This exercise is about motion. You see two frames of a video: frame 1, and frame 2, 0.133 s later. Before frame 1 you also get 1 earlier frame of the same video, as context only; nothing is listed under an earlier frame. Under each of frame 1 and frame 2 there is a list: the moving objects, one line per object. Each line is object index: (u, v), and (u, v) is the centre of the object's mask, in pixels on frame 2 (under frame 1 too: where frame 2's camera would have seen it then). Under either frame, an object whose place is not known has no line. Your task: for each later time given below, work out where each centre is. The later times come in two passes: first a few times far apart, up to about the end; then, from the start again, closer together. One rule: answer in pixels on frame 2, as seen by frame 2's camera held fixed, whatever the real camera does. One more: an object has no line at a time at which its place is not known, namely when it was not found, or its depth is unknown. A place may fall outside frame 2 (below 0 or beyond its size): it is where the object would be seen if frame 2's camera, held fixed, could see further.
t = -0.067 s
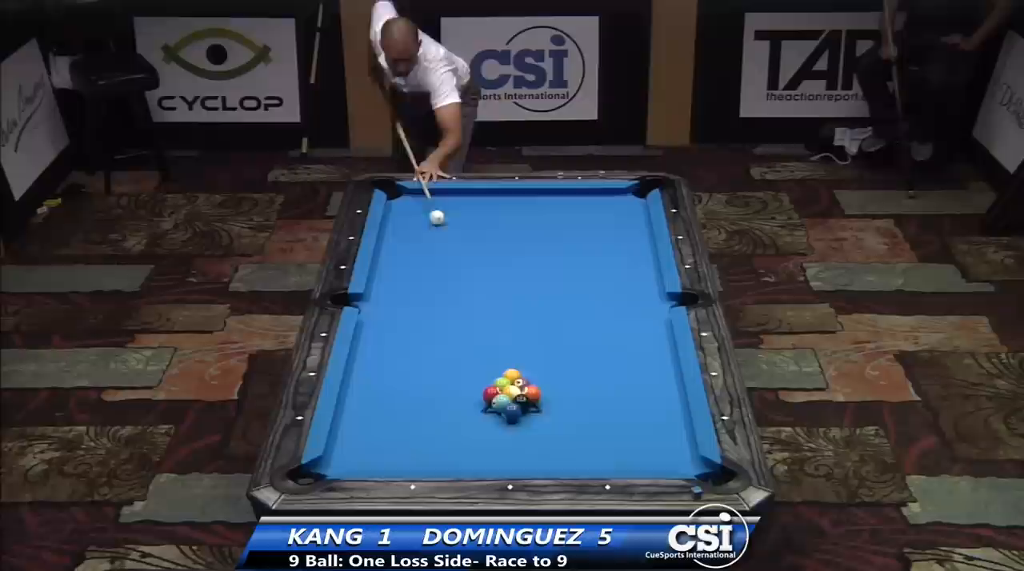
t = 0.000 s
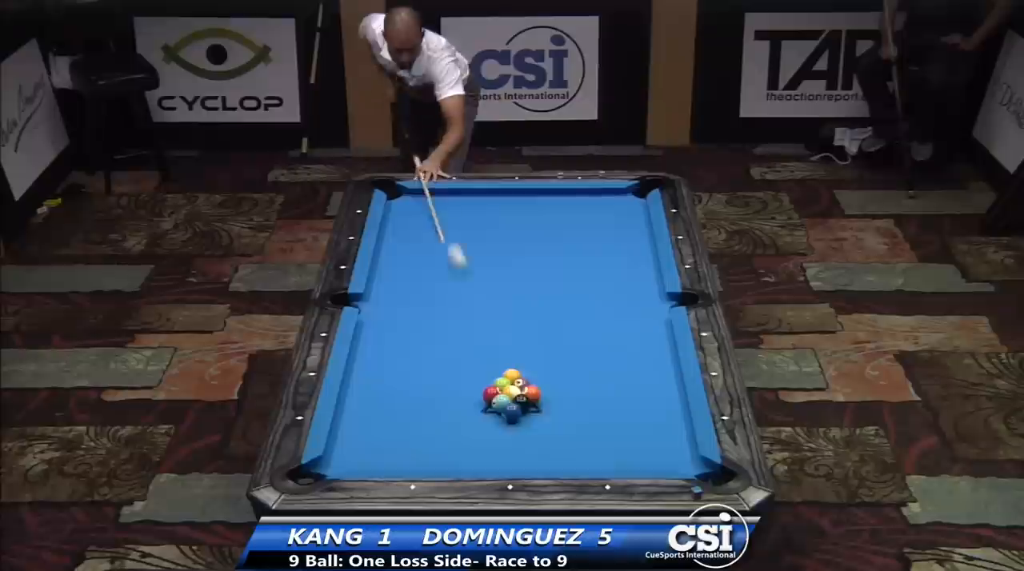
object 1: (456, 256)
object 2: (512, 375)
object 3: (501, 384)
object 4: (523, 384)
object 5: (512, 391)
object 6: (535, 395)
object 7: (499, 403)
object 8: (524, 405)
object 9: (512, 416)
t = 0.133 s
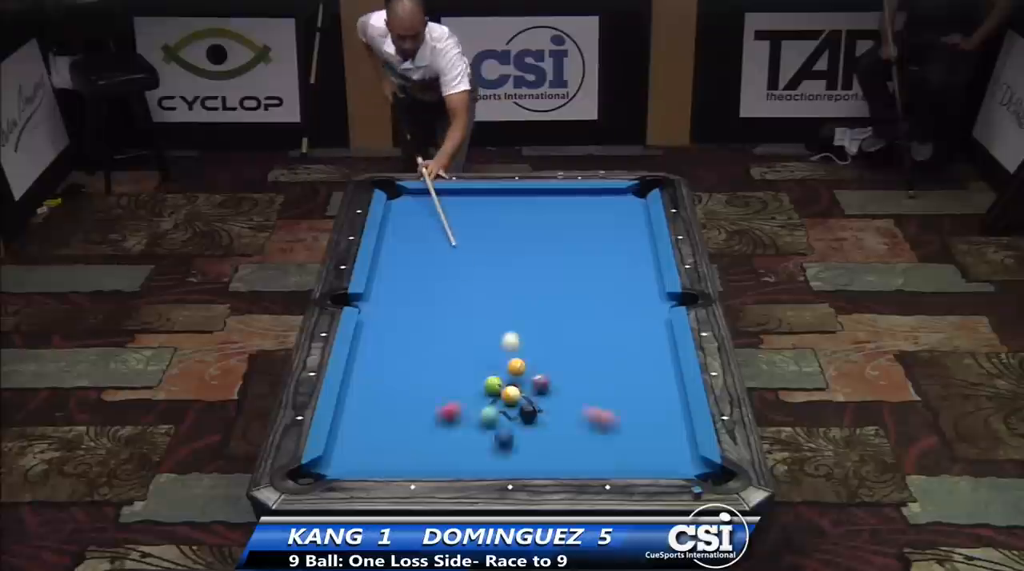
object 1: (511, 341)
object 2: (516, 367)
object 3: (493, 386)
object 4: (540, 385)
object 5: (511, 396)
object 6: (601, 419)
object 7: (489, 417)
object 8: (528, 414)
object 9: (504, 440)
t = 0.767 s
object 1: (547, 275)
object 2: (575, 308)
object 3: (375, 359)
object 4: (630, 352)
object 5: (503, 401)
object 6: (430, 412)
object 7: (373, 411)
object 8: (422, 372)
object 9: (474, 298)
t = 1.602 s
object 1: (613, 266)
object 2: (636, 242)
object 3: (474, 312)
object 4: (508, 320)
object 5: (501, 403)
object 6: (402, 327)
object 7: (438, 349)
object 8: (376, 323)
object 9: (455, 219)
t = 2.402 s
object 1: (643, 267)
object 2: (618, 201)
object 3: (568, 276)
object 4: (419, 298)
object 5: (502, 403)
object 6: (431, 276)
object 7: (531, 309)
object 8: (414, 284)
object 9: (442, 298)
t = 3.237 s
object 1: (622, 267)
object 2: (595, 206)
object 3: (646, 247)
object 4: (383, 294)
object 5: (502, 403)
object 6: (455, 236)
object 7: (608, 276)
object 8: (421, 247)
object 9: (426, 393)
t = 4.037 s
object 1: (629, 250)
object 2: (580, 220)
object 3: (616, 232)
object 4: (376, 292)
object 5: (502, 403)
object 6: (474, 206)
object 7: (641, 274)
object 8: (426, 218)
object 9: (416, 446)
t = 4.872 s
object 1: (636, 236)
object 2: (569, 230)
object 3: (591, 223)
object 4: (377, 292)
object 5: (502, 403)
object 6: (493, 198)
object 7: (651, 274)
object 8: (429, 196)
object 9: (423, 389)
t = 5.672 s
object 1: (640, 228)
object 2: (564, 234)
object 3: (576, 216)
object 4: (377, 292)
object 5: (502, 403)
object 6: (512, 207)
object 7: (651, 274)
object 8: (429, 200)
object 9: (428, 348)
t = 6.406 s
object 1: (642, 225)
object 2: (564, 235)
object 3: (569, 213)
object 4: (377, 292)
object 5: (502, 403)
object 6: (524, 211)
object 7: (651, 274)
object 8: (428, 205)
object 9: (432, 320)
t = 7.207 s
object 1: (643, 225)
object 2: (564, 235)
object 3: (568, 213)
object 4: (377, 292)
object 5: (502, 403)
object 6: (529, 213)
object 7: (650, 275)
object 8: (428, 206)
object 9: (435, 298)
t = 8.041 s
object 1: (643, 225)
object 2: (564, 234)
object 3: (568, 213)
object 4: (377, 292)
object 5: (502, 403)
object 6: (528, 213)
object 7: (650, 275)
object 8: (427, 206)
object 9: (439, 283)
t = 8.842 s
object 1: (643, 225)
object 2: (564, 234)
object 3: (568, 213)
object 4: (377, 292)
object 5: (502, 403)
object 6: (528, 213)
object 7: (651, 275)
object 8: (427, 206)
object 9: (442, 274)
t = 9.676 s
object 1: (643, 225)
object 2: (564, 234)
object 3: (568, 213)
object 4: (377, 292)
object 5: (502, 403)
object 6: (528, 213)
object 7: (651, 275)
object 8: (427, 206)
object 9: (441, 271)
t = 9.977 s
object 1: (643, 225)
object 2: (564, 234)
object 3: (568, 213)
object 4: (377, 292)
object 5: (502, 403)
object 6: (528, 213)
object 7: (651, 275)
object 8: (427, 206)
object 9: (441, 271)
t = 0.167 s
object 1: (513, 326)
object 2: (520, 362)
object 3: (487, 385)
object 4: (554, 383)
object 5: (510, 396)
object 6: (654, 438)
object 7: (479, 427)
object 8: (532, 421)
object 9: (498, 461)
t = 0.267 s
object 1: (518, 303)
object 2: (529, 356)
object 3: (472, 383)
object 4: (588, 377)
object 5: (509, 397)
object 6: (613, 463)
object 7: (452, 452)
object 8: (545, 438)
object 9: (491, 435)
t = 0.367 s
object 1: (523, 307)
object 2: (539, 347)
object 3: (457, 381)
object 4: (618, 371)
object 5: (507, 398)
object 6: (554, 463)
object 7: (430, 459)
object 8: (530, 435)
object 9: (487, 403)
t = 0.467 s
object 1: (528, 295)
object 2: (549, 337)
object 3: (443, 378)
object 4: (648, 366)
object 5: (505, 399)
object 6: (519, 451)
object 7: (415, 447)
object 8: (487, 409)
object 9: (482, 372)
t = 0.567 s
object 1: (535, 290)
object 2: (558, 327)
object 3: (429, 376)
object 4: (668, 361)
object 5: (504, 400)
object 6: (488, 437)
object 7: (401, 434)
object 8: (452, 389)
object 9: (479, 345)
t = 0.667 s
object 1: (540, 281)
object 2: (567, 317)
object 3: (404, 369)
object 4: (647, 356)
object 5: (503, 401)
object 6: (459, 424)
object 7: (387, 422)
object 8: (431, 377)
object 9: (476, 321)
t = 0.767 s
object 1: (547, 275)
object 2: (575, 308)
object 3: (375, 359)
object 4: (630, 352)
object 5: (503, 401)
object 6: (430, 412)
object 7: (373, 411)
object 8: (422, 372)
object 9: (474, 298)
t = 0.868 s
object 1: (553, 269)
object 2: (583, 299)
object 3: (365, 352)
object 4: (614, 348)
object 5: (502, 402)
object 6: (403, 400)
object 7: (360, 399)
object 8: (412, 366)
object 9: (471, 276)
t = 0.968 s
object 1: (561, 266)
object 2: (591, 291)
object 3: (384, 346)
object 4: (598, 344)
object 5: (502, 402)
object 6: (377, 388)
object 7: (350, 388)
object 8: (403, 361)
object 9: (468, 256)
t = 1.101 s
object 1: (572, 265)
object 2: (602, 279)
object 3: (403, 338)
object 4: (578, 339)
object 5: (502, 402)
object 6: (382, 371)
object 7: (367, 379)
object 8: (391, 353)
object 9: (465, 232)
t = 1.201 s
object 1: (581, 265)
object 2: (609, 272)
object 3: (418, 332)
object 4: (563, 335)
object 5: (502, 402)
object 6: (384, 356)
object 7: (382, 373)
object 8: (382, 345)
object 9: (462, 214)
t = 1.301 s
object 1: (589, 265)
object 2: (616, 264)
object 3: (433, 327)
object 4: (549, 331)
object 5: (502, 403)
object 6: (389, 349)
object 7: (396, 366)
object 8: (372, 341)
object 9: (460, 198)
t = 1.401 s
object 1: (597, 265)
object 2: (623, 257)
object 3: (447, 322)
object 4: (535, 327)
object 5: (502, 403)
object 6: (393, 342)
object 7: (411, 360)
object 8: (363, 334)
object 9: (459, 200)
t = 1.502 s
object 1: (605, 266)
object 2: (630, 249)
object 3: (461, 317)
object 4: (521, 324)
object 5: (501, 403)
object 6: (398, 334)
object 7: (424, 354)
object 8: (369, 329)
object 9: (457, 210)
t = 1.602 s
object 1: (613, 266)
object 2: (636, 242)
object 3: (474, 312)
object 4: (508, 320)
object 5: (501, 403)
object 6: (402, 327)
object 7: (438, 349)
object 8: (376, 323)
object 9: (455, 219)
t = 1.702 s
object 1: (620, 266)
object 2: (642, 235)
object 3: (486, 306)
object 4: (495, 317)
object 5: (502, 403)
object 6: (406, 320)
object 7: (451, 343)
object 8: (382, 319)
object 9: (454, 228)
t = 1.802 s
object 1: (628, 266)
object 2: (644, 230)
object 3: (499, 302)
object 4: (482, 314)
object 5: (502, 403)
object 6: (410, 313)
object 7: (463, 338)
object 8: (388, 314)
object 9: (452, 238)
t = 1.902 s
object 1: (635, 267)
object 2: (639, 224)
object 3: (511, 297)
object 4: (470, 310)
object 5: (502, 403)
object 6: (414, 306)
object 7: (475, 333)
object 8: (394, 309)
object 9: (450, 247)
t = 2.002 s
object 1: (642, 267)
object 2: (634, 220)
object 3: (523, 293)
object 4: (458, 307)
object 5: (502, 403)
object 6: (418, 300)
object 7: (487, 328)
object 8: (399, 305)
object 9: (449, 257)
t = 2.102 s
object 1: (649, 267)
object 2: (630, 215)
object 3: (535, 288)
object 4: (446, 304)
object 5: (502, 403)
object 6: (421, 294)
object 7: (499, 323)
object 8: (405, 301)
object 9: (447, 267)
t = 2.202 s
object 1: (650, 267)
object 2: (626, 210)
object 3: (546, 284)
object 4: (434, 301)
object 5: (502, 403)
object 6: (424, 287)
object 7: (510, 318)
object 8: (410, 297)
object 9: (445, 277)
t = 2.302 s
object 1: (646, 267)
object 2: (622, 205)
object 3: (557, 280)
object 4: (425, 299)
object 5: (502, 403)
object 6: (428, 282)
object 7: (521, 314)
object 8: (413, 291)
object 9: (444, 288)
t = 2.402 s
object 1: (643, 267)
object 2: (618, 201)
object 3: (568, 276)
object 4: (419, 298)
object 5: (502, 403)
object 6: (431, 276)
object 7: (531, 309)
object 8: (414, 284)
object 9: (442, 298)
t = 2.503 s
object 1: (640, 267)
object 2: (614, 197)
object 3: (578, 272)
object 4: (414, 297)
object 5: (502, 403)
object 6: (435, 271)
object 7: (542, 304)
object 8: (416, 280)
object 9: (440, 308)
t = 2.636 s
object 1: (635, 267)
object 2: (609, 193)
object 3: (591, 267)
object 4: (408, 297)
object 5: (502, 403)
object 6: (439, 264)
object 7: (555, 299)
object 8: (416, 274)
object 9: (437, 323)
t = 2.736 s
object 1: (632, 267)
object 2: (607, 195)
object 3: (601, 264)
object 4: (403, 296)
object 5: (502, 403)
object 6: (441, 259)
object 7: (565, 295)
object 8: (417, 269)
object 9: (436, 334)
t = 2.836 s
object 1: (630, 267)
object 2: (604, 197)
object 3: (610, 260)
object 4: (399, 296)
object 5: (502, 403)
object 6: (444, 254)
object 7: (574, 291)
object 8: (418, 265)
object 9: (434, 345)
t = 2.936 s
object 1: (628, 267)
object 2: (602, 199)
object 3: (619, 256)
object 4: (394, 295)
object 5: (502, 403)
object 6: (448, 249)
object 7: (583, 287)
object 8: (419, 260)
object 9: (432, 356)
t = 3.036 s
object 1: (625, 267)
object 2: (600, 201)
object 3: (628, 252)
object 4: (390, 295)
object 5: (502, 403)
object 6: (450, 245)
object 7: (592, 283)
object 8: (420, 256)
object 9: (430, 368)
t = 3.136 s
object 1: (624, 267)
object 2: (598, 204)
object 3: (638, 250)
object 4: (386, 294)
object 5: (502, 403)
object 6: (453, 240)
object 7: (601, 280)
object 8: (421, 251)
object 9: (428, 381)
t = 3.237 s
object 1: (622, 267)
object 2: (595, 206)
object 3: (646, 247)
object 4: (383, 294)
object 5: (502, 403)
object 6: (455, 236)
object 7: (608, 276)
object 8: (421, 247)
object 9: (426, 393)
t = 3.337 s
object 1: (622, 265)
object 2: (593, 208)
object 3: (645, 244)
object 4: (379, 294)
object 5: (502, 403)
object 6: (458, 232)
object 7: (615, 274)
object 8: (422, 243)
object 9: (423, 407)
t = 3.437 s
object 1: (623, 261)
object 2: (591, 210)
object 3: (641, 243)
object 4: (377, 293)
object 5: (502, 403)
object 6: (461, 228)
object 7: (620, 274)
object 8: (423, 239)
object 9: (421, 419)
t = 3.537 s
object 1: (624, 259)
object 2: (589, 212)
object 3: (636, 241)
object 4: (374, 293)
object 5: (502, 403)
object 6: (463, 224)
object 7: (624, 274)
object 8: (423, 235)
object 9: (419, 432)
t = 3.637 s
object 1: (625, 258)
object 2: (588, 213)
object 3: (632, 239)
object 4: (372, 293)
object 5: (502, 403)
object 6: (465, 220)
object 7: (628, 274)
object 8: (424, 232)
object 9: (417, 446)
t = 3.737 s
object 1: (626, 256)
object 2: (586, 215)
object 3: (628, 237)
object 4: (373, 292)
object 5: (502, 403)
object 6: (468, 217)
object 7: (631, 274)
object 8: (424, 228)
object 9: (415, 459)
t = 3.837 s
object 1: (627, 254)
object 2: (584, 217)
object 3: (623, 235)
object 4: (375, 292)
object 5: (502, 403)
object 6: (470, 213)
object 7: (635, 274)
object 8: (425, 225)
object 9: (413, 461)
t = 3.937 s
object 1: (628, 252)
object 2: (582, 219)
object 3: (619, 234)
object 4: (376, 292)
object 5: (502, 403)
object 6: (472, 210)
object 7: (638, 274)
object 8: (425, 221)
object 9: (415, 455)
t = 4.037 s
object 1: (629, 250)
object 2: (580, 220)
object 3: (616, 232)
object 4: (376, 292)
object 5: (502, 403)
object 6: (474, 206)
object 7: (641, 274)
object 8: (426, 218)
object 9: (416, 446)
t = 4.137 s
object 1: (631, 248)
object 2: (579, 222)
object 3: (612, 231)
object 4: (377, 292)
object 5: (502, 403)
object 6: (476, 203)
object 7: (644, 275)
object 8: (426, 215)
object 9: (416, 439)
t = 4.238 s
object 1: (632, 246)
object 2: (577, 223)
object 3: (609, 230)
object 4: (377, 292)
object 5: (502, 403)
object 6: (477, 200)
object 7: (646, 275)
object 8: (427, 212)
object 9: (417, 431)
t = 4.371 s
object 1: (633, 244)
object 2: (575, 224)
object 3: (605, 228)
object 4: (377, 292)
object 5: (502, 403)
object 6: (480, 196)
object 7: (650, 274)
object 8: (428, 208)
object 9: (418, 422)
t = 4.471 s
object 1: (634, 242)
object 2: (573, 226)
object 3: (602, 227)
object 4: (377, 292)
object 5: (502, 403)
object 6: (482, 193)
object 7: (652, 274)
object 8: (428, 206)
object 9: (419, 415)
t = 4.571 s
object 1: (635, 241)
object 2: (572, 227)
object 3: (599, 226)
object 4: (377, 292)
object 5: (502, 403)
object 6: (485, 194)
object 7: (653, 275)
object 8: (429, 203)
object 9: (420, 408)
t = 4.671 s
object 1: (635, 239)
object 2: (571, 228)
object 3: (597, 225)
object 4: (377, 292)
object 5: (502, 403)
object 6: (488, 195)
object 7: (652, 275)
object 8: (429, 200)
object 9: (421, 402)
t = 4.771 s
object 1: (636, 238)
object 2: (570, 229)
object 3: (594, 224)
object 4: (377, 292)
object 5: (502, 403)
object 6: (491, 197)
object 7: (652, 274)
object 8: (430, 198)
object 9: (422, 395)
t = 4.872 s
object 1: (636, 236)
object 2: (569, 230)
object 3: (591, 223)
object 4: (377, 292)
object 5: (502, 403)
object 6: (493, 198)
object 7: (651, 274)
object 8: (429, 196)
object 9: (423, 389)
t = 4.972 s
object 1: (637, 235)
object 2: (568, 231)
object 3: (589, 221)
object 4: (377, 292)
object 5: (502, 403)
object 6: (496, 199)
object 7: (651, 274)
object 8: (430, 193)
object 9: (424, 383)
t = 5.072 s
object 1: (638, 234)
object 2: (567, 231)
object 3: (586, 221)
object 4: (377, 292)
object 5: (502, 403)
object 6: (499, 200)
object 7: (651, 274)
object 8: (430, 194)
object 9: (425, 378)
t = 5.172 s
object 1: (638, 233)
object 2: (566, 232)
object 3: (584, 220)
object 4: (377, 292)
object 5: (502, 403)
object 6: (501, 202)
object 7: (651, 274)
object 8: (429, 195)
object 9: (425, 372)
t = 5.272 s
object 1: (639, 232)
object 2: (566, 233)
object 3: (583, 219)
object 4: (377, 292)
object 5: (502, 403)
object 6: (504, 203)
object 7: (651, 274)
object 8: (429, 197)
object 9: (426, 367)
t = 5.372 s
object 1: (639, 231)
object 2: (565, 233)
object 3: (581, 218)
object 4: (377, 292)
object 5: (502, 403)
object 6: (506, 204)
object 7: (651, 274)
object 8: (429, 198)
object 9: (427, 362)
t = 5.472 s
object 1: (640, 230)
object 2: (565, 234)
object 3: (579, 217)
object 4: (377, 292)
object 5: (502, 403)
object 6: (509, 205)
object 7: (651, 274)
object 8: (429, 199)
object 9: (427, 358)
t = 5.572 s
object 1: (640, 229)
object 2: (564, 234)
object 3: (577, 217)
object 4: (377, 292)
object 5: (502, 403)
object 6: (510, 206)
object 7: (651, 274)
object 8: (429, 200)
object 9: (428, 352)
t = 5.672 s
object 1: (640, 228)
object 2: (564, 234)
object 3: (576, 216)
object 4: (377, 292)
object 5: (502, 403)
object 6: (512, 207)
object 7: (651, 274)
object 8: (429, 200)
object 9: (428, 348)
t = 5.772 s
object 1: (641, 228)
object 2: (564, 234)
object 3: (574, 216)
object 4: (377, 292)
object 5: (502, 403)
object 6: (514, 208)
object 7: (651, 274)
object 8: (429, 201)
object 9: (428, 344)
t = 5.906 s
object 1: (641, 227)
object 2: (564, 235)
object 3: (573, 215)
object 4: (377, 292)
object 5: (502, 403)
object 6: (517, 209)
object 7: (651, 274)
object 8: (429, 202)
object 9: (429, 338)
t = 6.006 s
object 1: (642, 226)
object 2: (564, 235)
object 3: (572, 215)
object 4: (377, 292)
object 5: (502, 403)
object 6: (519, 210)
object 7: (651, 274)
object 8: (429, 203)
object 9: (430, 335)
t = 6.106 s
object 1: (642, 226)
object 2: (564, 235)
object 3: (571, 214)
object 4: (377, 292)
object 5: (502, 403)
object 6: (520, 210)
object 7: (651, 274)
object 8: (429, 204)
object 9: (431, 331)
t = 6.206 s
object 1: (642, 226)
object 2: (564, 235)
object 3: (570, 214)
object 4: (377, 292)
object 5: (502, 403)
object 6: (521, 211)
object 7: (651, 274)
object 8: (429, 204)
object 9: (431, 327)
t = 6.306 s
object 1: (642, 225)
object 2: (564, 235)
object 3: (570, 214)
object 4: (377, 292)
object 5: (502, 403)
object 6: (523, 211)
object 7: (651, 274)
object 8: (428, 205)
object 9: (432, 324)
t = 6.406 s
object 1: (642, 225)
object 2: (564, 235)
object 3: (569, 213)
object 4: (377, 292)
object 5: (502, 403)
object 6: (524, 211)
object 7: (651, 274)
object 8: (428, 205)
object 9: (432, 320)
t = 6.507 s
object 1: (643, 225)
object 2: (564, 234)
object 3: (569, 213)
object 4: (377, 292)
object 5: (502, 403)
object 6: (525, 212)
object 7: (651, 274)
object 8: (428, 205)
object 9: (433, 317)
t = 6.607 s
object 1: (643, 225)
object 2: (564, 235)
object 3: (568, 213)
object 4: (377, 292)
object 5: (502, 403)
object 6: (526, 212)
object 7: (651, 274)
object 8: (428, 206)
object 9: (433, 314)
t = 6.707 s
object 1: (643, 225)
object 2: (564, 234)
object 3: (568, 213)
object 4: (377, 292)
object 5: (502, 403)
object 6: (526, 213)
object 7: (651, 274)
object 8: (428, 206)
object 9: (433, 311)
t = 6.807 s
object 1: (643, 225)
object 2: (564, 234)
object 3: (568, 213)
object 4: (377, 292)
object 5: (502, 403)
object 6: (527, 213)
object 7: (651, 274)
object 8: (428, 206)
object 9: (434, 308)
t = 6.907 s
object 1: (643, 225)
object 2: (564, 234)
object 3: (568, 213)
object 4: (377, 292)
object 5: (502, 403)
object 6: (528, 213)
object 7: (651, 274)
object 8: (428, 206)
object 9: (434, 306)
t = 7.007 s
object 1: (643, 225)
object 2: (564, 234)
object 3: (568, 213)
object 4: (377, 292)
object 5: (502, 403)
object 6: (528, 213)
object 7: (650, 275)
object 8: (427, 206)
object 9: (434, 303)
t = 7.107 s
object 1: (643, 225)
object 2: (564, 234)
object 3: (568, 213)
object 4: (377, 292)
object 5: (502, 403)
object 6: (529, 213)
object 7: (650, 275)
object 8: (427, 206)
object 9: (435, 300)
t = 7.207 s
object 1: (643, 225)
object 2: (564, 235)
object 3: (568, 213)
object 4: (377, 292)
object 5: (502, 403)
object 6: (529, 213)
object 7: (650, 275)
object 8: (428, 206)
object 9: (435, 298)
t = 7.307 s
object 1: (643, 225)
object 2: (564, 235)
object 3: (568, 213)
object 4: (377, 292)
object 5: (502, 403)
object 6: (528, 213)
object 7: (650, 275)
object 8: (428, 206)
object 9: (435, 296)
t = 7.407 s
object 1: (643, 225)
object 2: (564, 235)
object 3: (568, 213)
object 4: (377, 292)
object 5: (502, 403)
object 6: (528, 213)
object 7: (650, 275)
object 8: (427, 206)
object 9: (436, 294)
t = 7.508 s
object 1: (643, 225)
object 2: (564, 235)
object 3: (568, 213)
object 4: (377, 292)
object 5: (502, 403)
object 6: (528, 213)
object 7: (650, 275)
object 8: (427, 206)
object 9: (436, 291)
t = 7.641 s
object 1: (643, 225)
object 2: (564, 234)
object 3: (568, 213)
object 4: (377, 292)
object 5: (502, 403)
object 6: (528, 213)
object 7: (650, 275)
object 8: (427, 206)
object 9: (437, 289)
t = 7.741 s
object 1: (643, 225)
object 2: (564, 234)
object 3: (568, 213)
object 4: (377, 292)
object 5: (502, 403)
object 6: (528, 213)
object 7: (650, 275)
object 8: (427, 206)
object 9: (437, 288)
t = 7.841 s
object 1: (643, 225)
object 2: (564, 234)
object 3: (568, 213)
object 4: (377, 292)
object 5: (502, 403)
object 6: (528, 213)
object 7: (651, 275)
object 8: (427, 206)
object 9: (438, 286)
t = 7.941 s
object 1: (643, 225)
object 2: (564, 234)
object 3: (568, 213)
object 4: (377, 292)
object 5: (502, 403)
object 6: (528, 213)
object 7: (650, 275)
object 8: (427, 206)
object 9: (439, 285)
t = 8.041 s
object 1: (643, 225)
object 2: (564, 234)
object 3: (568, 213)
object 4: (377, 292)
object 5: (502, 403)
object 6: (528, 213)
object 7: (650, 275)
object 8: (427, 206)
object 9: (439, 283)
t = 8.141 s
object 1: (643, 225)
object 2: (564, 234)
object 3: (568, 213)
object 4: (377, 292)
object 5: (502, 403)
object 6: (528, 213)
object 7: (650, 275)
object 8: (427, 206)
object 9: (440, 281)
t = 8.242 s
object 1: (643, 225)
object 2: (564, 234)
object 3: (568, 213)
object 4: (377, 292)
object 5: (502, 403)
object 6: (528, 213)
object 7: (650, 275)
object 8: (427, 206)
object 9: (440, 280)
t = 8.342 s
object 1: (643, 225)
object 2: (564, 234)
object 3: (568, 213)
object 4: (377, 292)
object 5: (502, 403)
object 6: (528, 213)
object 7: (650, 275)
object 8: (427, 206)
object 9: (441, 278)
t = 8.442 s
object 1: (643, 225)
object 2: (564, 234)
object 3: (568, 213)
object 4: (377, 292)
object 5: (502, 403)
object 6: (528, 213)
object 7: (650, 275)
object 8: (427, 206)
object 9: (441, 277)
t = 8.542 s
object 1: (643, 225)
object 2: (564, 234)
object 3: (568, 213)
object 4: (378, 292)
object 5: (502, 403)
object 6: (528, 213)
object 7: (651, 275)
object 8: (427, 206)
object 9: (441, 277)
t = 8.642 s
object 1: (643, 225)
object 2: (564, 234)
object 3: (568, 213)
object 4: (378, 292)
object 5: (502, 403)
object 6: (528, 213)
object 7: (651, 275)
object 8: (427, 206)
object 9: (441, 276)
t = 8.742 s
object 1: (643, 225)
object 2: (564, 234)
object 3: (568, 213)
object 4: (378, 292)
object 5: (502, 403)
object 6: (528, 213)
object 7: (651, 275)
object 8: (427, 206)
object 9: (442, 275)
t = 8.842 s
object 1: (643, 225)
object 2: (564, 234)
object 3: (568, 213)
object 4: (377, 292)
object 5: (502, 403)
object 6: (528, 213)
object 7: (651, 275)
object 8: (427, 206)
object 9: (442, 274)
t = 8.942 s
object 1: (643, 225)
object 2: (564, 234)
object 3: (568, 213)
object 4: (377, 292)
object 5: (502, 403)
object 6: (528, 213)
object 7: (650, 275)
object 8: (427, 206)
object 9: (442, 274)
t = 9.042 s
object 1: (643, 225)
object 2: (564, 234)
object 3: (568, 213)
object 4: (378, 292)
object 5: (502, 403)
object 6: (528, 213)
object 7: (650, 275)
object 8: (427, 206)
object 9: (442, 273)
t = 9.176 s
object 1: (643, 225)
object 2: (564, 234)
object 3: (568, 213)
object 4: (378, 292)
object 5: (502, 403)
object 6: (528, 213)
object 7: (650, 275)
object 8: (427, 206)
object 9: (442, 272)
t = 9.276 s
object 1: (643, 225)
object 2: (564, 234)
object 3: (568, 213)
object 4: (377, 292)
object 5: (502, 403)
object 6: (528, 213)
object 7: (650, 275)
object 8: (427, 206)
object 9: (442, 272)
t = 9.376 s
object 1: (643, 225)
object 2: (564, 234)
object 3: (568, 213)
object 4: (377, 292)
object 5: (502, 403)
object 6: (528, 213)
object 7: (650, 275)
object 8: (427, 206)
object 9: (442, 272)
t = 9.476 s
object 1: (643, 225)
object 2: (564, 234)
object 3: (568, 213)
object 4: (377, 292)
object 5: (502, 403)
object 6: (528, 213)
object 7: (650, 275)
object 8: (427, 206)
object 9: (442, 271)
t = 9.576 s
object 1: (643, 225)
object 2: (564, 234)
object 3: (568, 213)
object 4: (377, 292)
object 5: (502, 403)
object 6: (528, 213)
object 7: (651, 275)
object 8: (427, 206)
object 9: (441, 271)
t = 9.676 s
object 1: (643, 225)
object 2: (564, 234)
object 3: (568, 213)
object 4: (377, 292)
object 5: (502, 403)
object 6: (528, 213)
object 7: (651, 275)
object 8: (427, 206)
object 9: (441, 271)
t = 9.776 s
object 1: (643, 225)
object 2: (564, 234)
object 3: (568, 213)
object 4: (377, 292)
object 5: (502, 403)
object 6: (528, 213)
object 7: (650, 275)
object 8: (427, 206)
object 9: (441, 271)
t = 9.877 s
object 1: (643, 225)
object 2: (564, 234)
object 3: (568, 213)
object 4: (377, 292)
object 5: (502, 403)
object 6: (528, 213)
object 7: (651, 275)
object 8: (427, 206)
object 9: (441, 271)
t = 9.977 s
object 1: (643, 225)
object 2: (564, 234)
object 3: (568, 213)
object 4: (377, 292)
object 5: (502, 403)
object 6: (528, 213)
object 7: (651, 275)
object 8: (427, 206)
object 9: (441, 271)
